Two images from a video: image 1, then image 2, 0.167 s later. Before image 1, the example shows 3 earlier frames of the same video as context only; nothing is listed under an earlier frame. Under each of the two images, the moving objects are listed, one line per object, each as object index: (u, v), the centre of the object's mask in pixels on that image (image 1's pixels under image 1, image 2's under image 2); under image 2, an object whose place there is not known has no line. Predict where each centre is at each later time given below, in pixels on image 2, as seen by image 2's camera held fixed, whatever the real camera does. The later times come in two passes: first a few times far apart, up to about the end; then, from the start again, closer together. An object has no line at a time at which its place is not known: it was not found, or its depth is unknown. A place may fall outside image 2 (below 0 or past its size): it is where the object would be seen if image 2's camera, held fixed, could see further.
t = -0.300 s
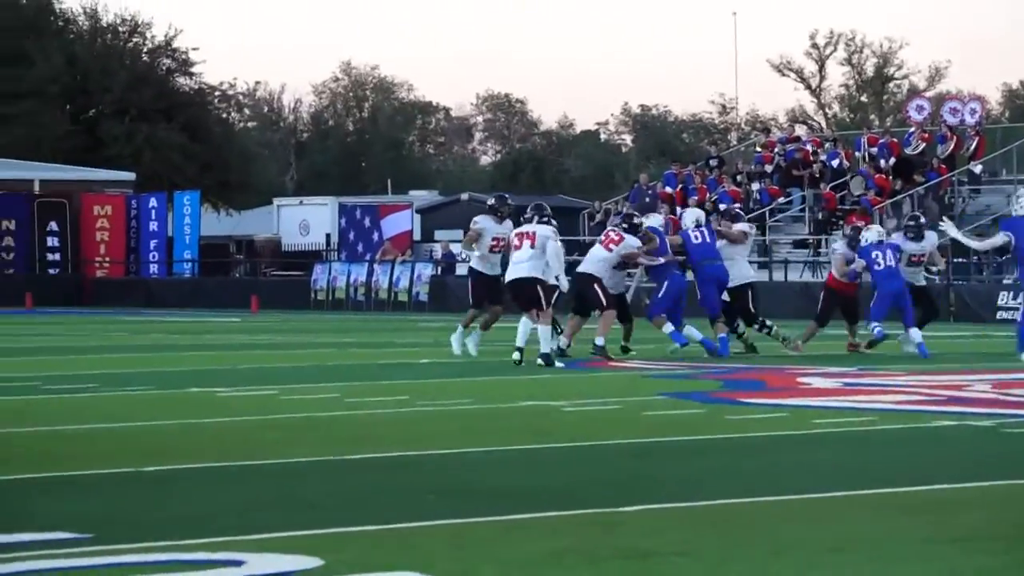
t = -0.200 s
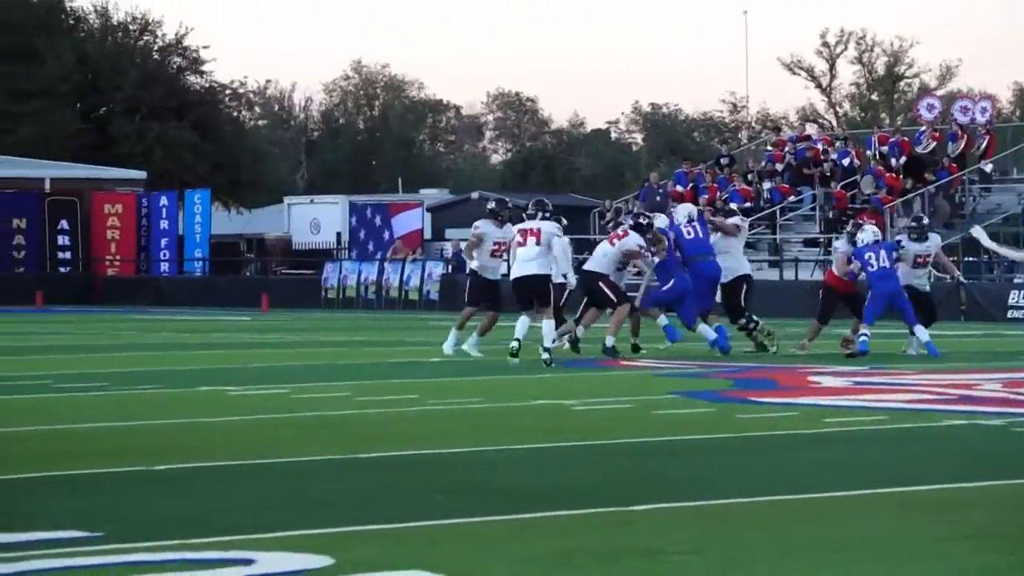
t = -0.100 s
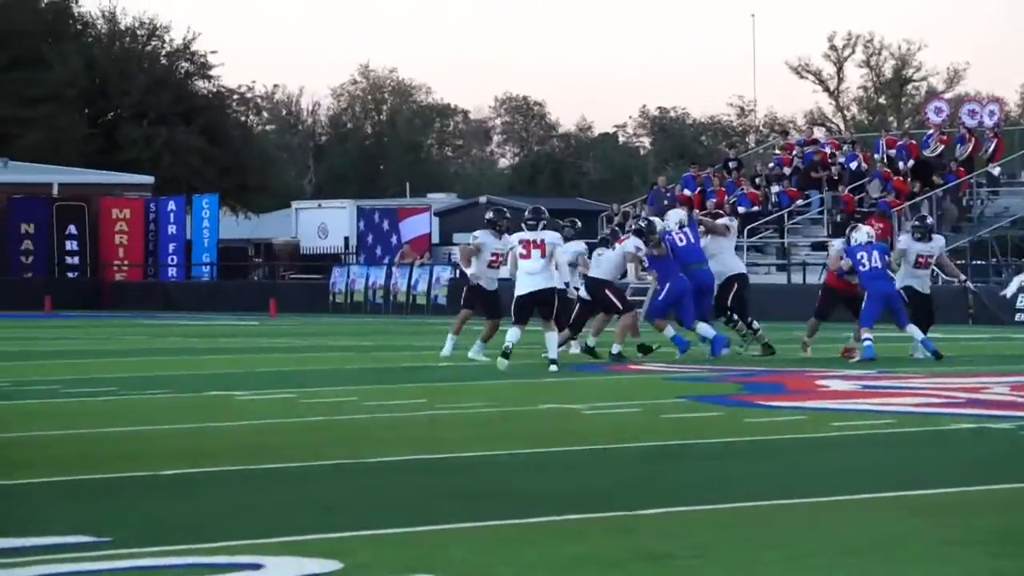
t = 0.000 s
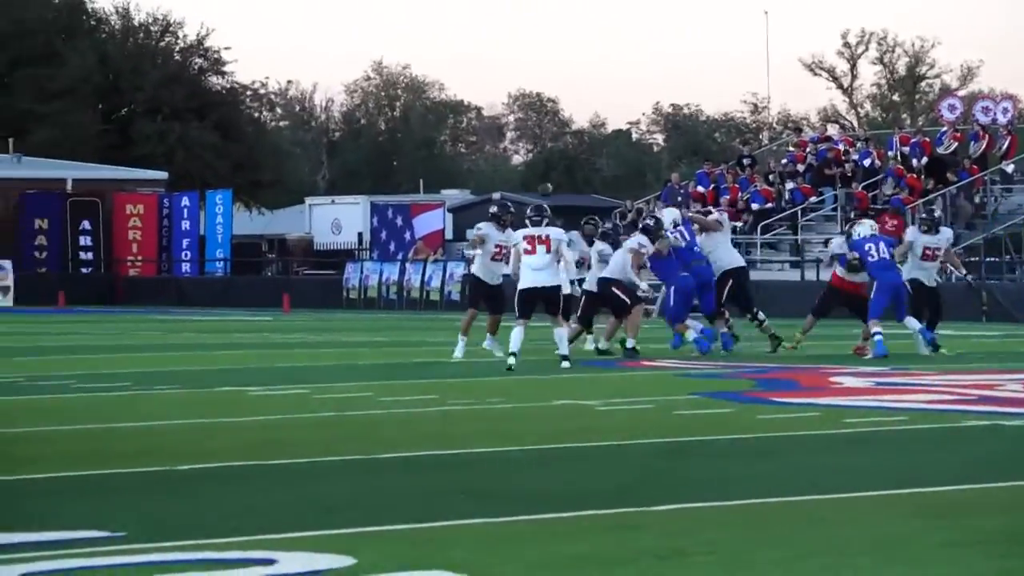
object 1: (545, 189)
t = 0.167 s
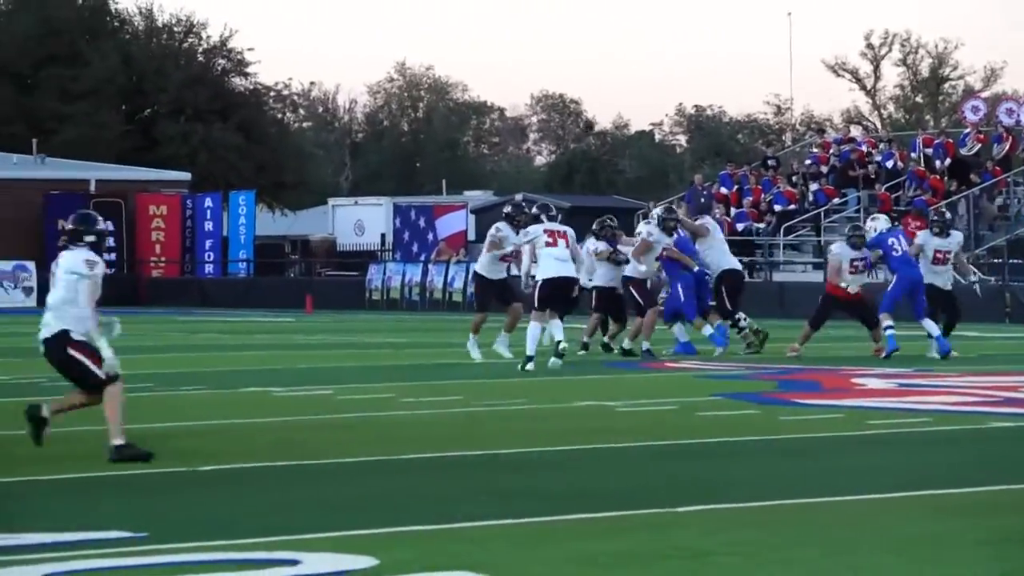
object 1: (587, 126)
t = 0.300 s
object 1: (602, 81)
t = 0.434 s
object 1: (618, 48)
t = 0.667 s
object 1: (642, 27)
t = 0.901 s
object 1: (670, 66)
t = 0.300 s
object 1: (602, 81)
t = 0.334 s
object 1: (606, 72)
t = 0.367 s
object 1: (610, 63)
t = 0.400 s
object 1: (613, 54)
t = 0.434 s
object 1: (618, 48)
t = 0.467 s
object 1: (622, 42)
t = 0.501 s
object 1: (625, 37)
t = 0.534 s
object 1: (630, 32)
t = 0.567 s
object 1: (633, 29)
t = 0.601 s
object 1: (636, 27)
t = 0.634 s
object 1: (638, 26)
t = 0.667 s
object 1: (642, 27)
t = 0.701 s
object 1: (645, 28)
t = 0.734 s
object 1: (649, 31)
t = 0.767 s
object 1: (652, 34)
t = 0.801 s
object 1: (657, 40)
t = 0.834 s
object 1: (661, 47)
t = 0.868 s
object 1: (665, 56)
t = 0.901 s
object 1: (670, 66)
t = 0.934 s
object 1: (675, 79)
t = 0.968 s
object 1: (680, 93)
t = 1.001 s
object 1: (685, 110)
